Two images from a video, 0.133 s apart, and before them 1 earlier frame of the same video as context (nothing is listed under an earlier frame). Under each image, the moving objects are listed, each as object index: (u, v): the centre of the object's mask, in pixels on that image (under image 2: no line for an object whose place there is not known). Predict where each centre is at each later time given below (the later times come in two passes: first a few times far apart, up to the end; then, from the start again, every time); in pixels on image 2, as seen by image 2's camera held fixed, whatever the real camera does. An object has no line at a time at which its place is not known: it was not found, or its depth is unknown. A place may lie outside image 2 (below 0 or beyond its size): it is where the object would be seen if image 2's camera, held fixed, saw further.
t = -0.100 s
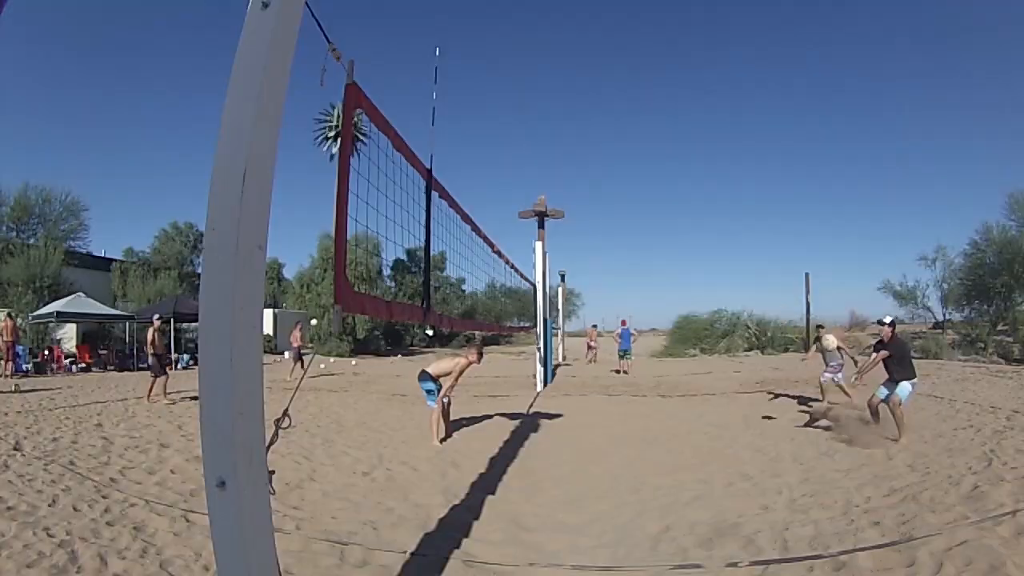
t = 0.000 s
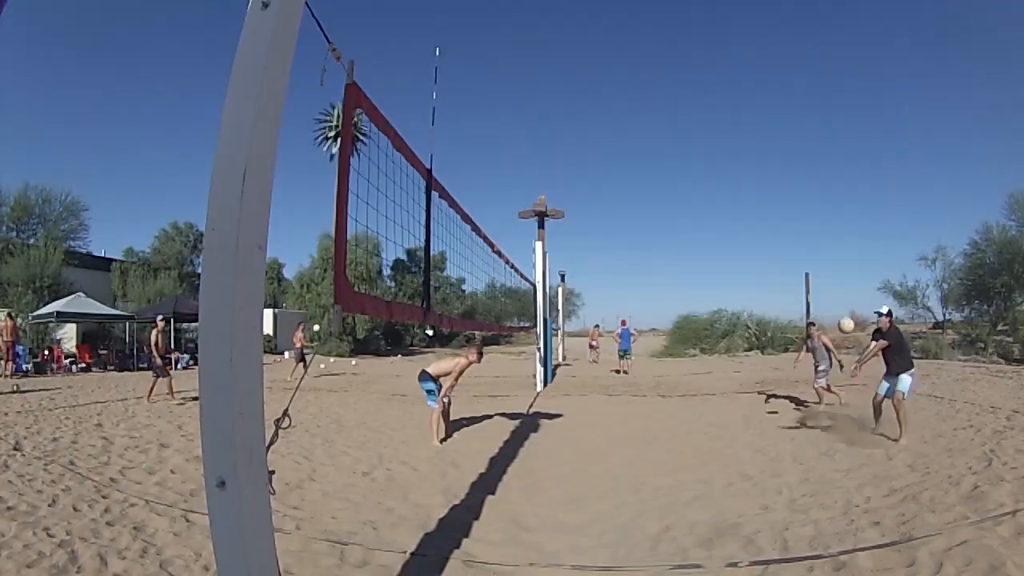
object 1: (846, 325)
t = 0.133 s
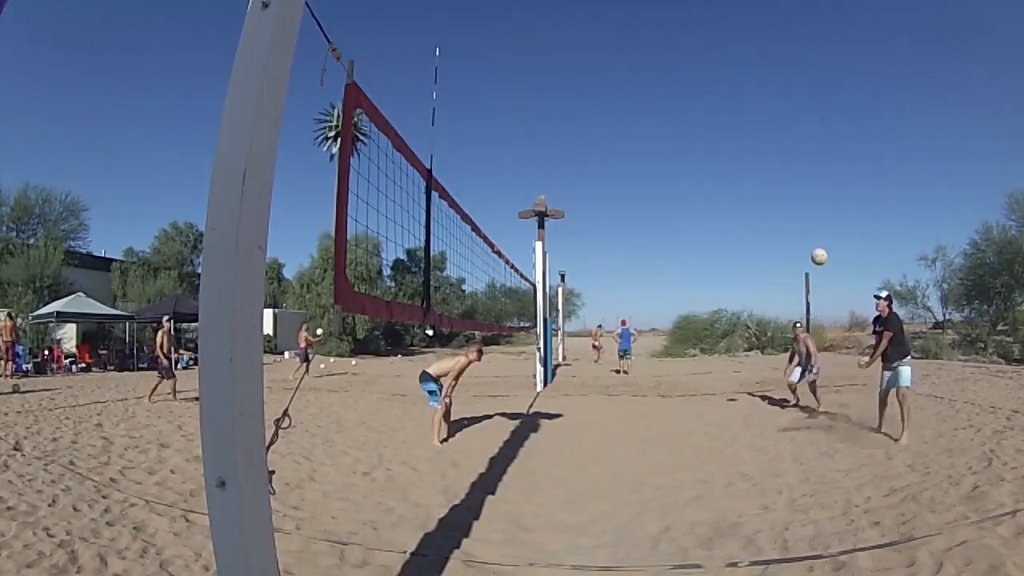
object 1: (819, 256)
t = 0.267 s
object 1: (793, 205)
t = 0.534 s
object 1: (747, 148)
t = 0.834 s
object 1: (707, 143)
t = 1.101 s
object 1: (677, 192)
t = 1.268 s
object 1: (661, 242)
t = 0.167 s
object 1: (812, 242)
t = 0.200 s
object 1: (806, 228)
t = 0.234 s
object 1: (799, 216)
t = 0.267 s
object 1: (793, 205)
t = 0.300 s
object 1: (786, 194)
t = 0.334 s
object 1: (780, 185)
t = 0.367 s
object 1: (774, 177)
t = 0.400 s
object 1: (768, 169)
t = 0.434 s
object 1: (763, 163)
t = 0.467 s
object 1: (757, 157)
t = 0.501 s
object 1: (752, 152)
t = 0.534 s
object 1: (747, 148)
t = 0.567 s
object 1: (742, 145)
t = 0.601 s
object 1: (737, 142)
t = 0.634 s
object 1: (732, 140)
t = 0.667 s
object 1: (728, 139)
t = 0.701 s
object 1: (724, 139)
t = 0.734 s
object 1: (719, 139)
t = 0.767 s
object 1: (715, 140)
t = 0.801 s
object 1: (711, 141)
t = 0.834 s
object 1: (707, 143)
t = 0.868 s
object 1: (700, 150)
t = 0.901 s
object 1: (696, 154)
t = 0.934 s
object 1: (693, 159)
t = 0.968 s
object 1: (690, 164)
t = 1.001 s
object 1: (686, 170)
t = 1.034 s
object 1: (683, 177)
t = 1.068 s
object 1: (680, 184)
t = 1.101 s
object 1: (677, 192)
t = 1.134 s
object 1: (673, 201)
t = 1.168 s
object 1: (670, 210)
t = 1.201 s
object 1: (667, 220)
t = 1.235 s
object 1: (664, 230)
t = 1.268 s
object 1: (661, 242)
